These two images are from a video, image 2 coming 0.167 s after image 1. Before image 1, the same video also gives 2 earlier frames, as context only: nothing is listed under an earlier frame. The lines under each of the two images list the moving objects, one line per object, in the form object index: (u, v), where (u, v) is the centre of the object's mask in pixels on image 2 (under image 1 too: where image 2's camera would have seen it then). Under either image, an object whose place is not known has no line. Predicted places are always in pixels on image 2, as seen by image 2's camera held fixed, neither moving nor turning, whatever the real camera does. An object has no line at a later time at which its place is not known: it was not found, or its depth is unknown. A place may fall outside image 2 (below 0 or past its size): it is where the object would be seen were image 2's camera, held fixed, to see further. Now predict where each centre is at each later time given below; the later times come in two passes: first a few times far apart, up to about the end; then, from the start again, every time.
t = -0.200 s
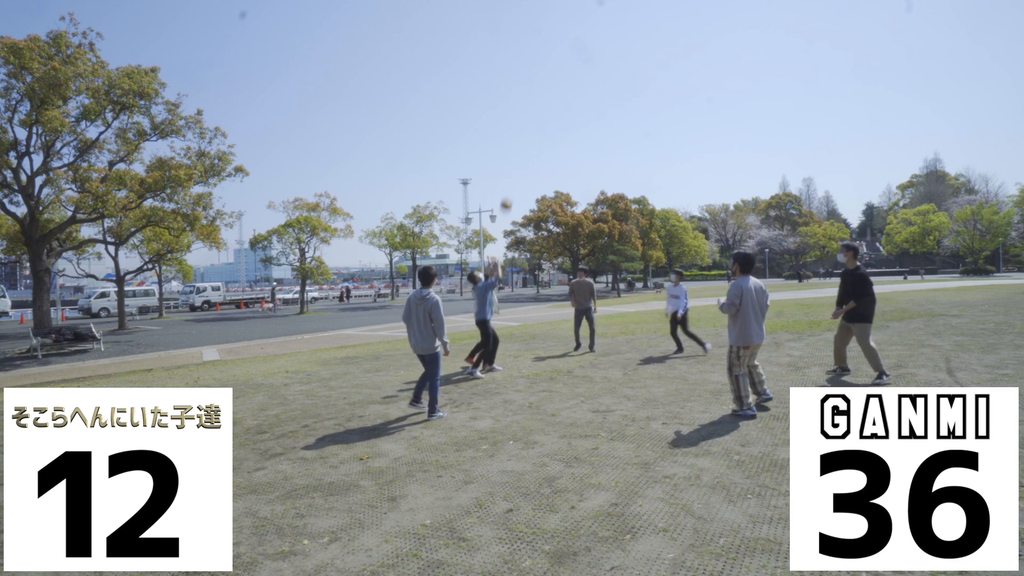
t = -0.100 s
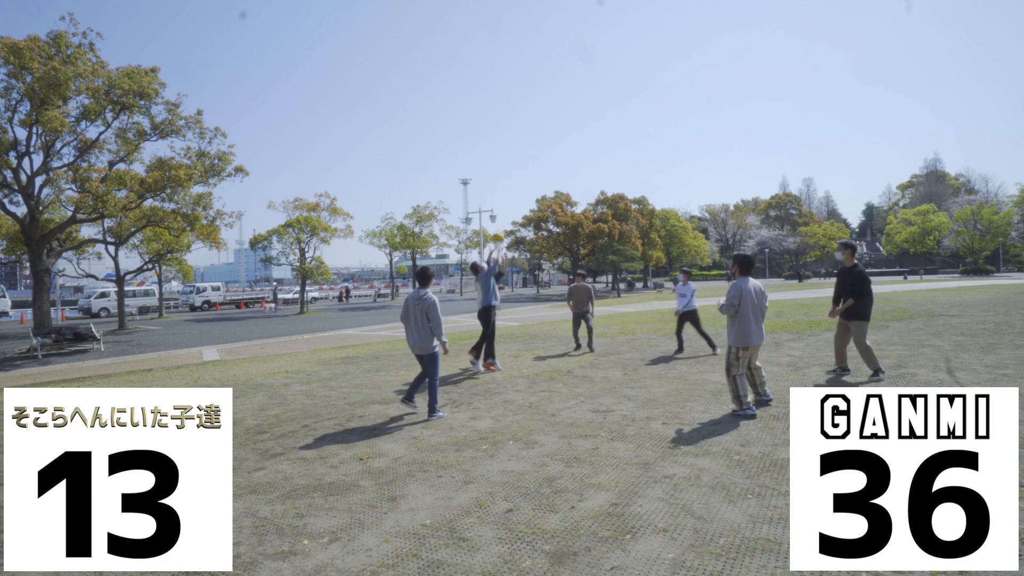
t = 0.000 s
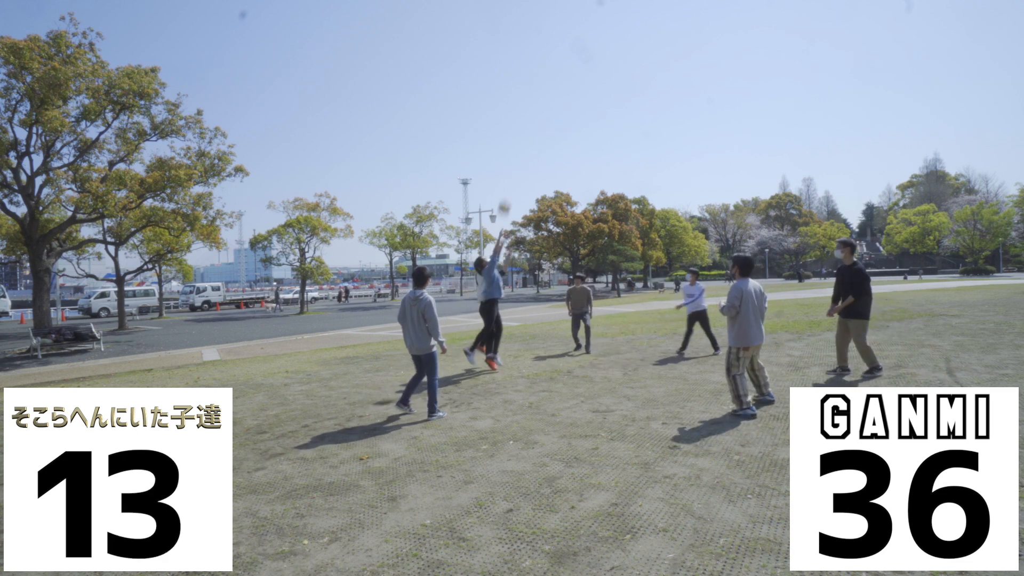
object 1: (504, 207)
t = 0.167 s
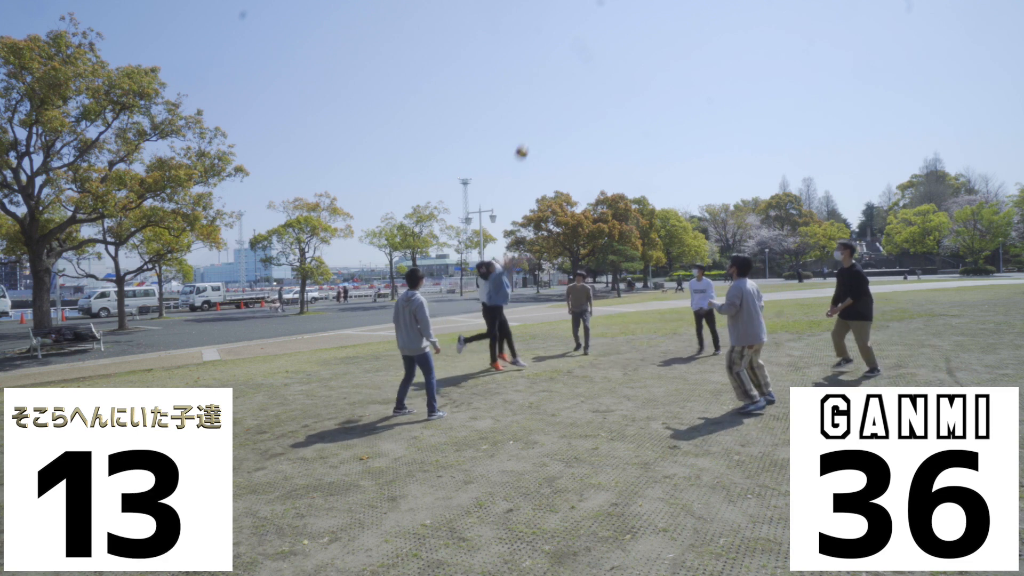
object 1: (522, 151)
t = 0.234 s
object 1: (529, 132)
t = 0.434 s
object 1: (553, 92)
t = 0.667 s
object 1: (586, 77)
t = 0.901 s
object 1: (625, 105)
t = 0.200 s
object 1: (525, 141)
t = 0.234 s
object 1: (529, 132)
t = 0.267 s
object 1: (533, 124)
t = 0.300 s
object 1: (537, 116)
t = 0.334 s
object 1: (541, 110)
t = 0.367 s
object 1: (544, 103)
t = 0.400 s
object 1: (548, 98)
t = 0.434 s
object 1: (553, 92)
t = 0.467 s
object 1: (557, 87)
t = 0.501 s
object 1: (562, 84)
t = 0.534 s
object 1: (566, 82)
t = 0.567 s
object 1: (571, 79)
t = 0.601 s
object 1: (576, 78)
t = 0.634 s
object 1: (581, 77)
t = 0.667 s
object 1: (586, 77)
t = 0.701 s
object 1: (591, 78)
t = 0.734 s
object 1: (596, 80)
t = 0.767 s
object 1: (602, 84)
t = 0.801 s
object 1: (607, 87)
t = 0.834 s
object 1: (613, 92)
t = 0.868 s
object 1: (619, 98)
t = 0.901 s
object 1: (625, 105)
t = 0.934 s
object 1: (632, 114)
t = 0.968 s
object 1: (639, 123)
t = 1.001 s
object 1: (644, 133)
